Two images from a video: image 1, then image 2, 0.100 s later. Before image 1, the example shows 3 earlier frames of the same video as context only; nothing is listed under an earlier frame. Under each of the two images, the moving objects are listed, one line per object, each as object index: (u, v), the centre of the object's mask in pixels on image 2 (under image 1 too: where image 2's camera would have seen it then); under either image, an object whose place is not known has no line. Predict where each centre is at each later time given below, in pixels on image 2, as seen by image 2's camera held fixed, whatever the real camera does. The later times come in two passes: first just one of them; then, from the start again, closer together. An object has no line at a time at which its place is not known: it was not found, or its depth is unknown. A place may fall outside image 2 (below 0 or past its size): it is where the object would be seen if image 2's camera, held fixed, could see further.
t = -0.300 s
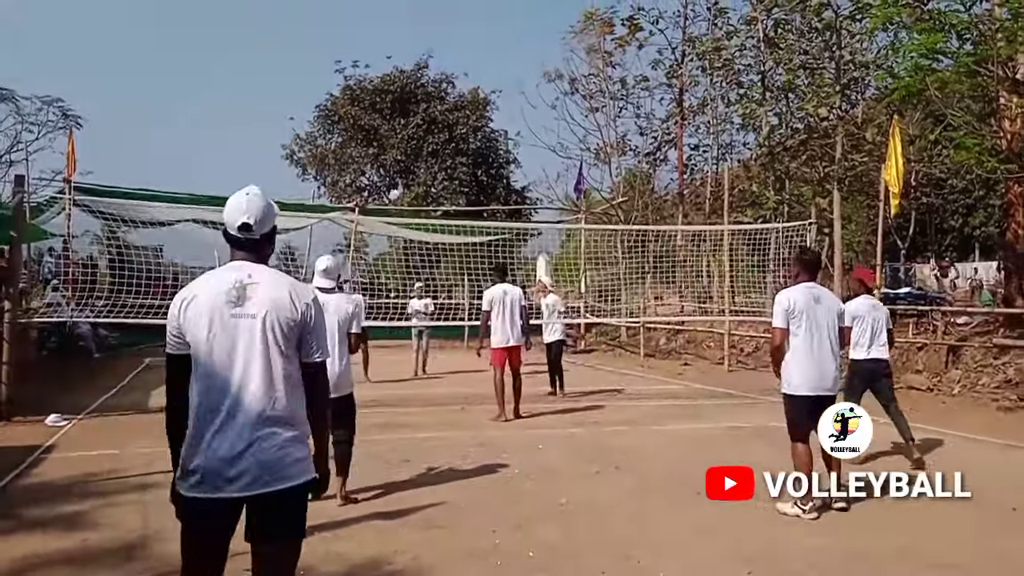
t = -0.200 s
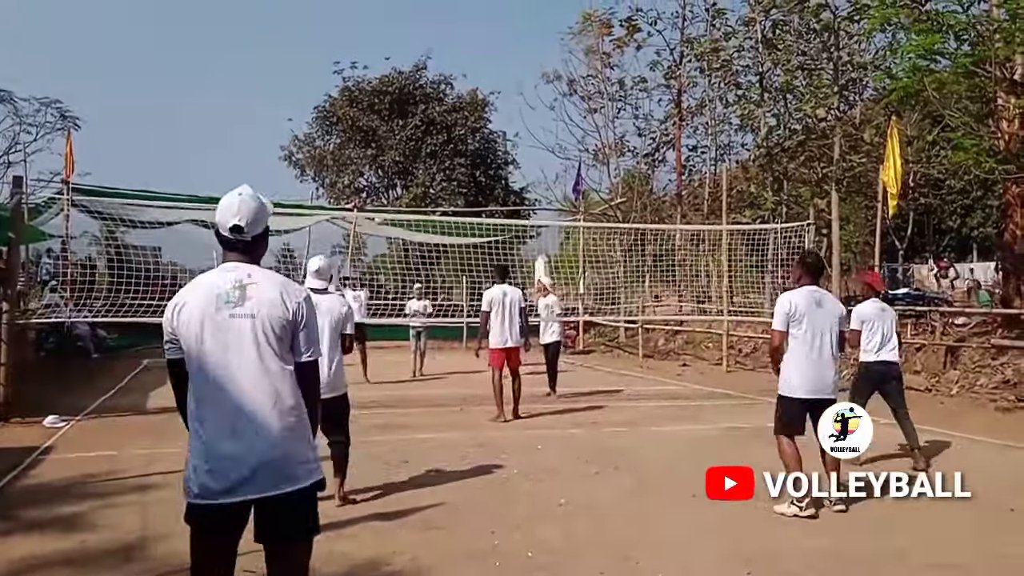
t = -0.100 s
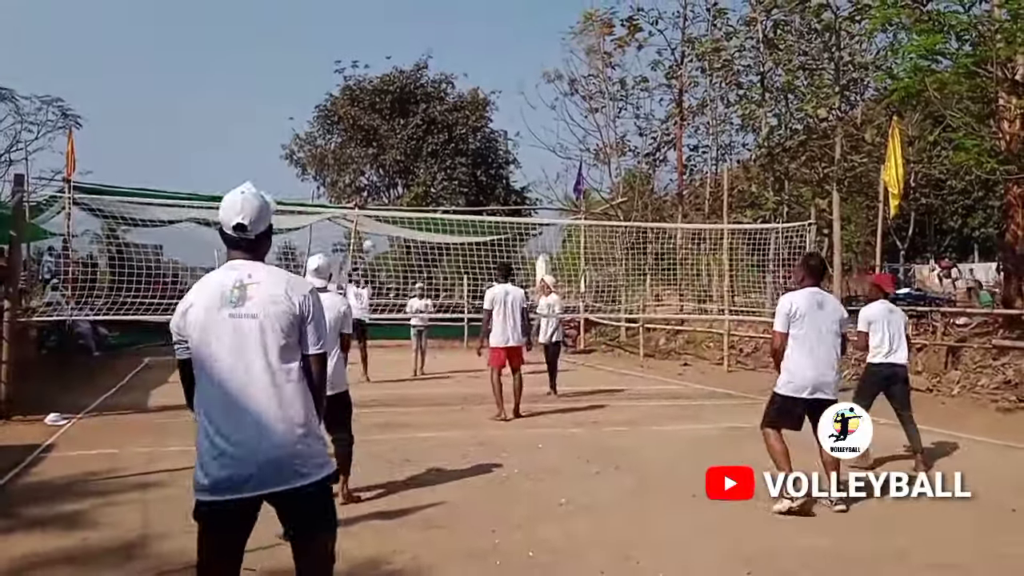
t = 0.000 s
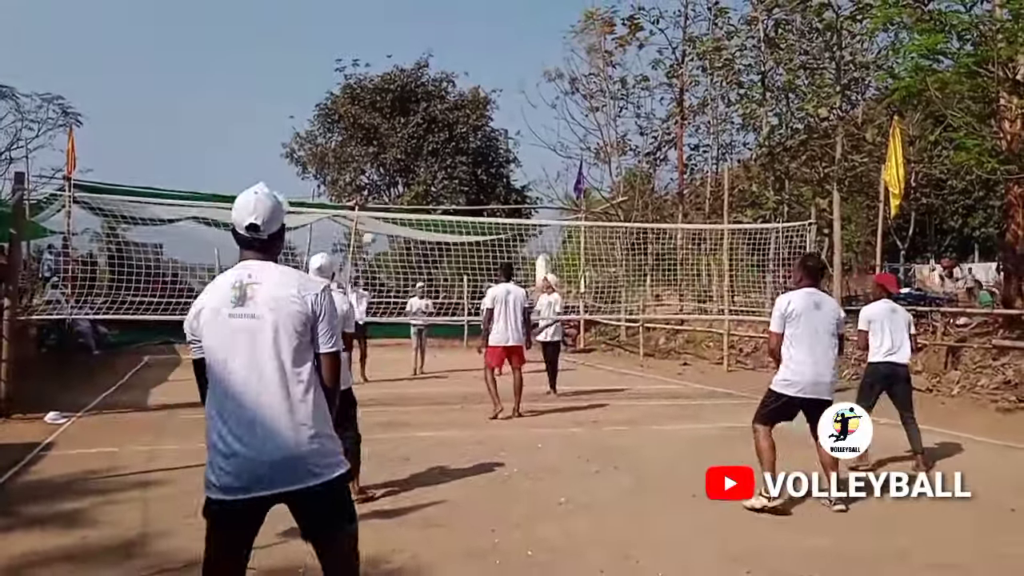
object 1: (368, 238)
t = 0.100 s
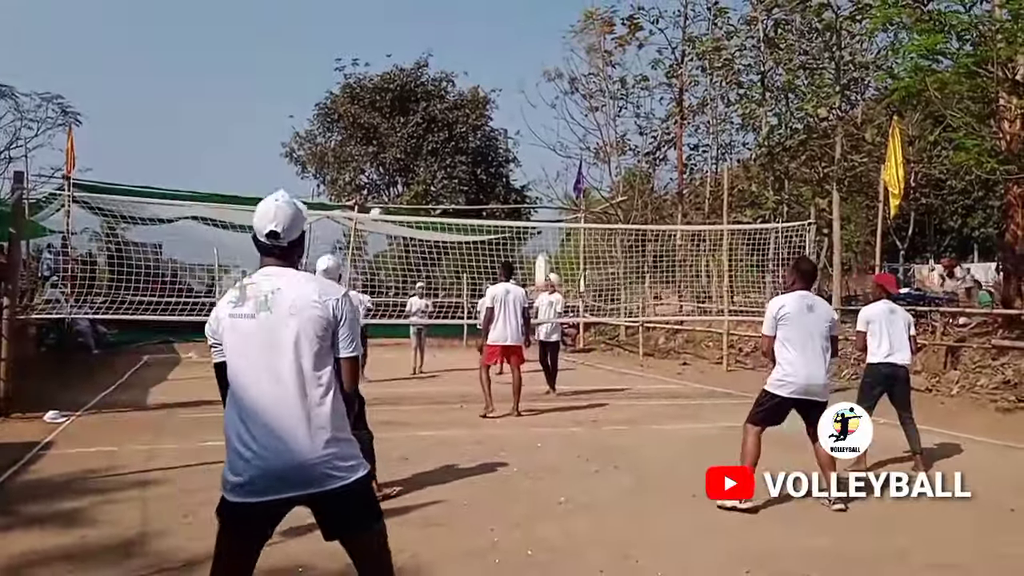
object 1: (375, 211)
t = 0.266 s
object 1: (392, 182)
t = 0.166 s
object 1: (380, 199)
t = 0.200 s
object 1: (384, 192)
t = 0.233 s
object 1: (388, 187)
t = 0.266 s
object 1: (392, 182)
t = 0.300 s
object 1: (396, 177)
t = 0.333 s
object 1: (400, 174)
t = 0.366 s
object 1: (403, 170)
